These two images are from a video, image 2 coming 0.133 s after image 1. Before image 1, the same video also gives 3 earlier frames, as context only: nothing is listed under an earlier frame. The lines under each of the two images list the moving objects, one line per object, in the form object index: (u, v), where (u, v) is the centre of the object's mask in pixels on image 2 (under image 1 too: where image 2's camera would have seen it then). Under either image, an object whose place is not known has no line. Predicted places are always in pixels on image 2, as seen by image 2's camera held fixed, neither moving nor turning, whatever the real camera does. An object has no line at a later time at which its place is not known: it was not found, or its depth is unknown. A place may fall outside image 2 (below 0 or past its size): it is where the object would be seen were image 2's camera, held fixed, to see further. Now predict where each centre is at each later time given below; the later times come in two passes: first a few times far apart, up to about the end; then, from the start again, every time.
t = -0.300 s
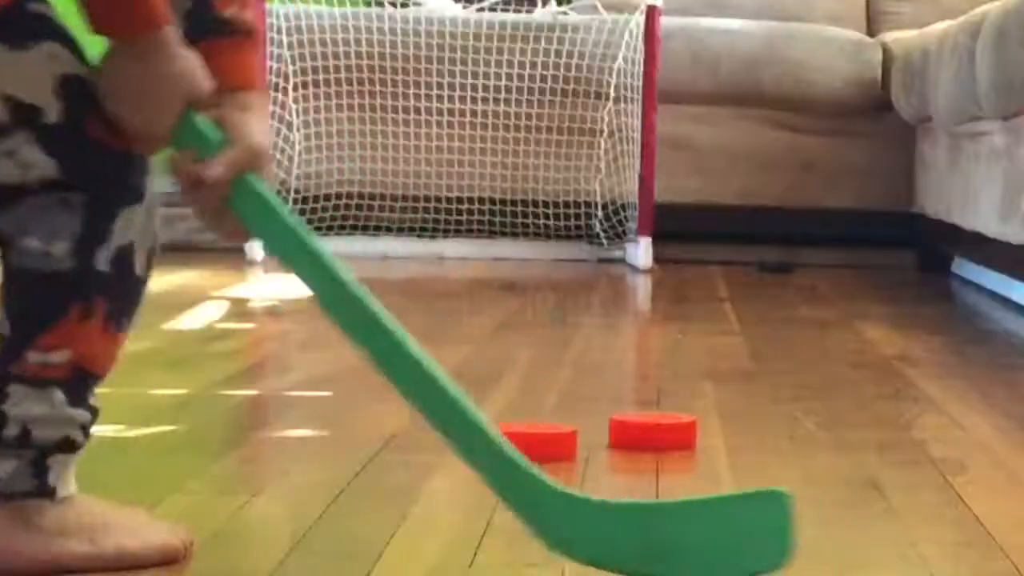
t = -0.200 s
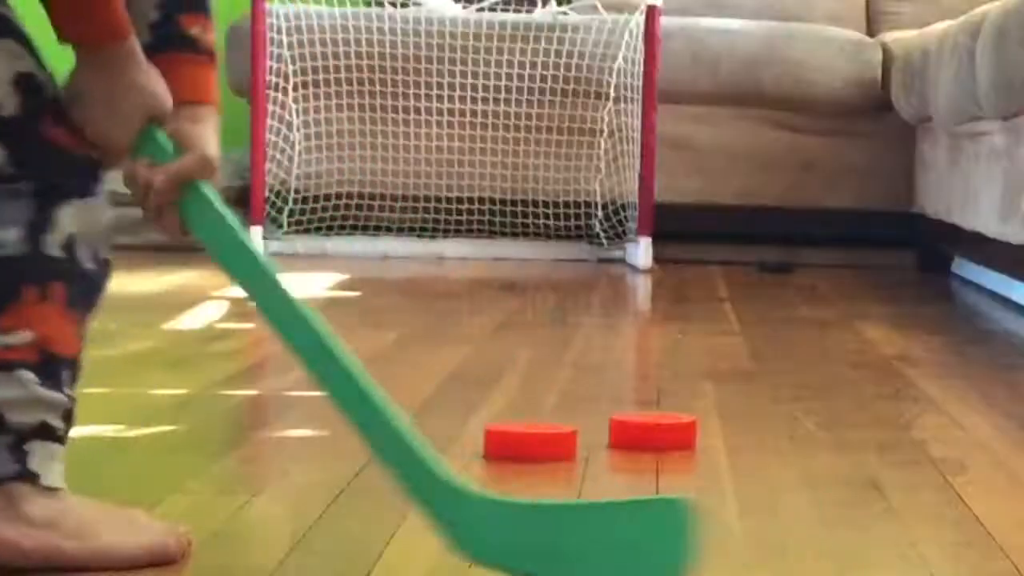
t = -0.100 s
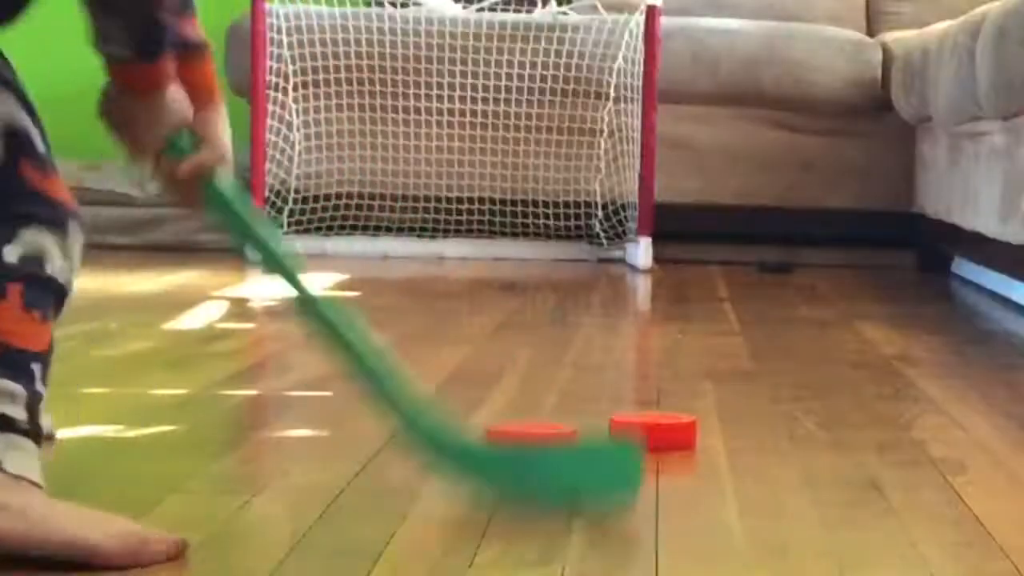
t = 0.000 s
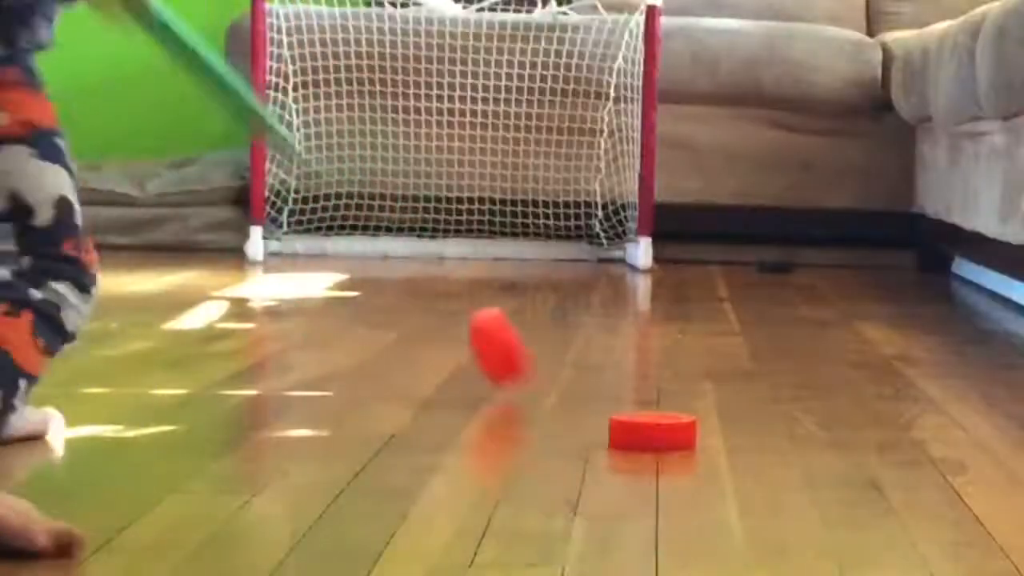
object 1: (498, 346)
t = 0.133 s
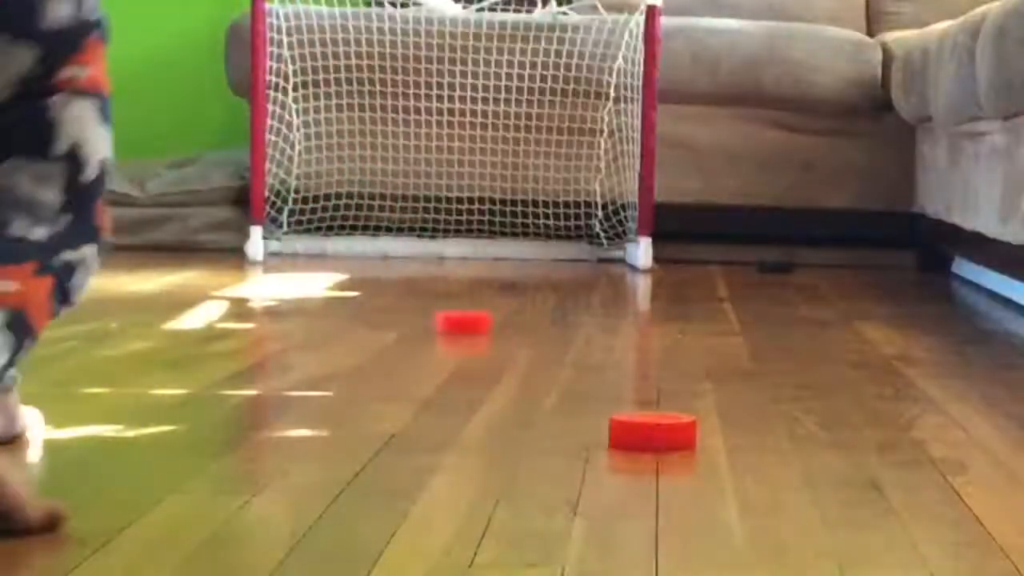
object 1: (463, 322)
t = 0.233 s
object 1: (448, 295)
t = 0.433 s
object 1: (430, 262)
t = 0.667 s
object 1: (422, 269)
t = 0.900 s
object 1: (413, 278)
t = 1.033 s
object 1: (406, 285)
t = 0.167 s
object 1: (457, 314)
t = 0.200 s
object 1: (453, 304)
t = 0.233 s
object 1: (448, 295)
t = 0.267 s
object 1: (444, 288)
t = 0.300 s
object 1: (440, 280)
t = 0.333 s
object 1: (437, 273)
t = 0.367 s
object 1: (435, 269)
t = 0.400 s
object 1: (432, 266)
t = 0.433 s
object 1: (430, 262)
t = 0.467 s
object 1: (428, 260)
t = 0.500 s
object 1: (428, 262)
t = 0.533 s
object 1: (427, 262)
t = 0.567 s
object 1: (425, 264)
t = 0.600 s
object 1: (425, 266)
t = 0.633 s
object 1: (424, 267)
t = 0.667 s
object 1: (422, 269)
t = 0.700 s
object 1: (422, 269)
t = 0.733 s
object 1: (419, 272)
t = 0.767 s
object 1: (418, 274)
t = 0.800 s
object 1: (417, 275)
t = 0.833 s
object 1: (415, 275)
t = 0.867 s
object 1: (414, 278)
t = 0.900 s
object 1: (413, 278)
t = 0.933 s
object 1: (413, 279)
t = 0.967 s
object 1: (411, 281)
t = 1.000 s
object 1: (408, 283)
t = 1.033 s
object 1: (406, 285)
